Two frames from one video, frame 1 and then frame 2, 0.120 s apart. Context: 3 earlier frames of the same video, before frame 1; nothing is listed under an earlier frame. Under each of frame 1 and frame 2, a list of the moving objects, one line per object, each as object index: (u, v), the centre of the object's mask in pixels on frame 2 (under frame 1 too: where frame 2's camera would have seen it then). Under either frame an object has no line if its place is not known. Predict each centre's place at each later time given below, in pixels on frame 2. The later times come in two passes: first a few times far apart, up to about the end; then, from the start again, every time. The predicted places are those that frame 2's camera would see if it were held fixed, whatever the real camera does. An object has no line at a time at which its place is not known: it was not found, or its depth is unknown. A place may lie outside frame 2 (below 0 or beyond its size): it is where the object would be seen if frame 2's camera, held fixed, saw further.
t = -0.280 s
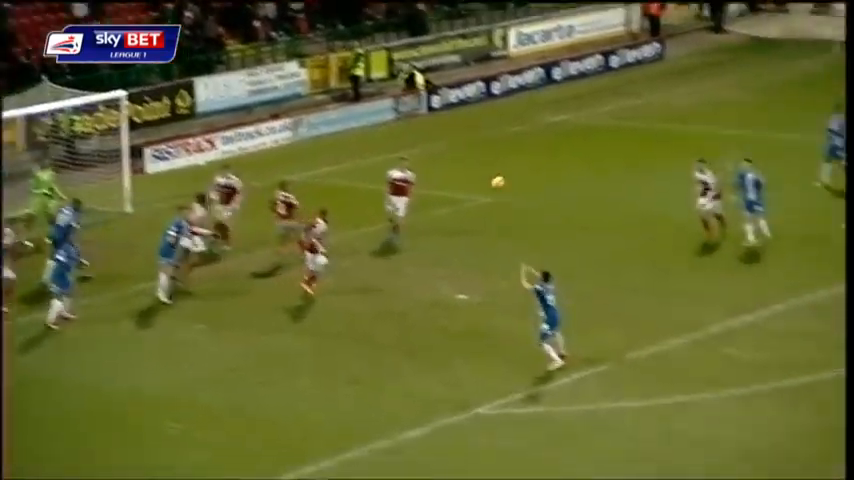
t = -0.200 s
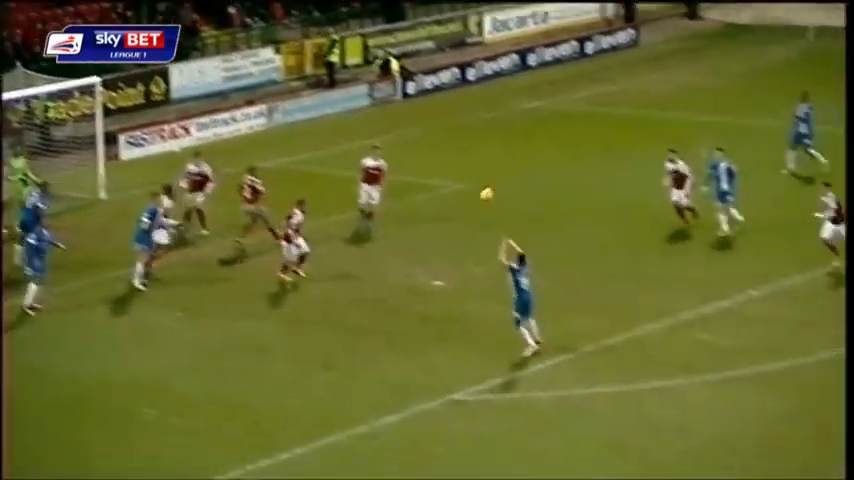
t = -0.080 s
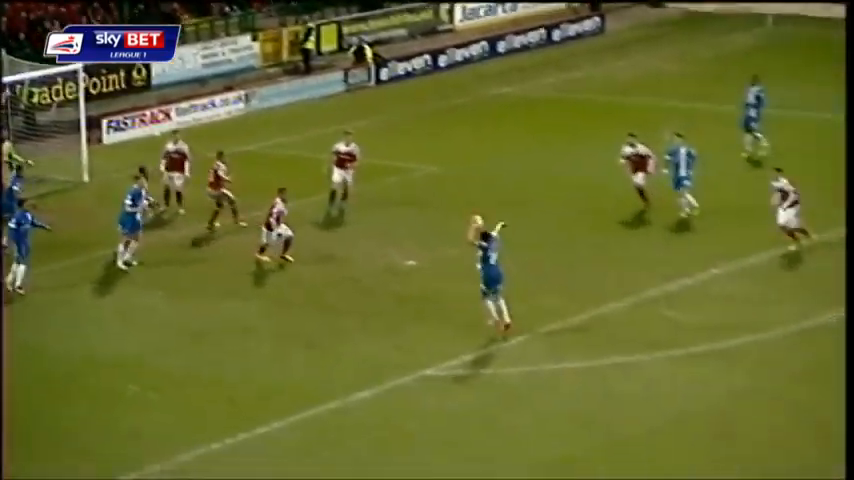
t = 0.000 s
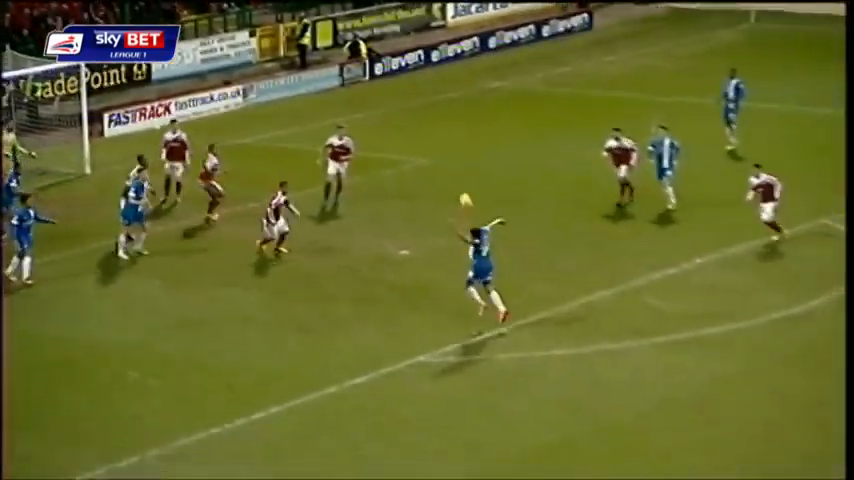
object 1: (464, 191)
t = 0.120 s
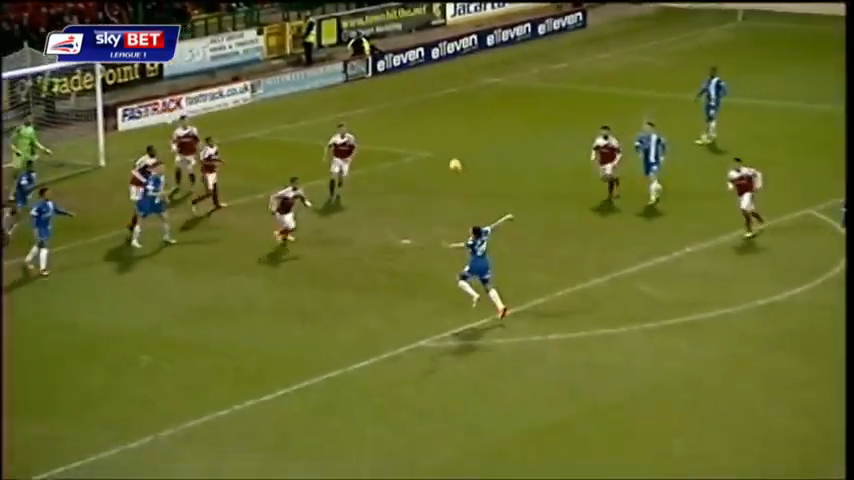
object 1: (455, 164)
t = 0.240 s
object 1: (446, 145)
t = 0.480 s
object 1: (428, 129)
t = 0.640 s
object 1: (415, 135)
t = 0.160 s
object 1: (452, 157)
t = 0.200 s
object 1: (450, 151)
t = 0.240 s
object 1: (446, 145)
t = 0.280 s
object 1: (443, 140)
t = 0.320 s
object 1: (441, 136)
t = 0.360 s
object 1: (438, 133)
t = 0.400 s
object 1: (434, 131)
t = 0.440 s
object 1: (432, 130)
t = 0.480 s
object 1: (428, 129)
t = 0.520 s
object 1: (424, 129)
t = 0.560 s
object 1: (422, 131)
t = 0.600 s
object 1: (419, 133)
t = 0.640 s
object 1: (415, 135)
